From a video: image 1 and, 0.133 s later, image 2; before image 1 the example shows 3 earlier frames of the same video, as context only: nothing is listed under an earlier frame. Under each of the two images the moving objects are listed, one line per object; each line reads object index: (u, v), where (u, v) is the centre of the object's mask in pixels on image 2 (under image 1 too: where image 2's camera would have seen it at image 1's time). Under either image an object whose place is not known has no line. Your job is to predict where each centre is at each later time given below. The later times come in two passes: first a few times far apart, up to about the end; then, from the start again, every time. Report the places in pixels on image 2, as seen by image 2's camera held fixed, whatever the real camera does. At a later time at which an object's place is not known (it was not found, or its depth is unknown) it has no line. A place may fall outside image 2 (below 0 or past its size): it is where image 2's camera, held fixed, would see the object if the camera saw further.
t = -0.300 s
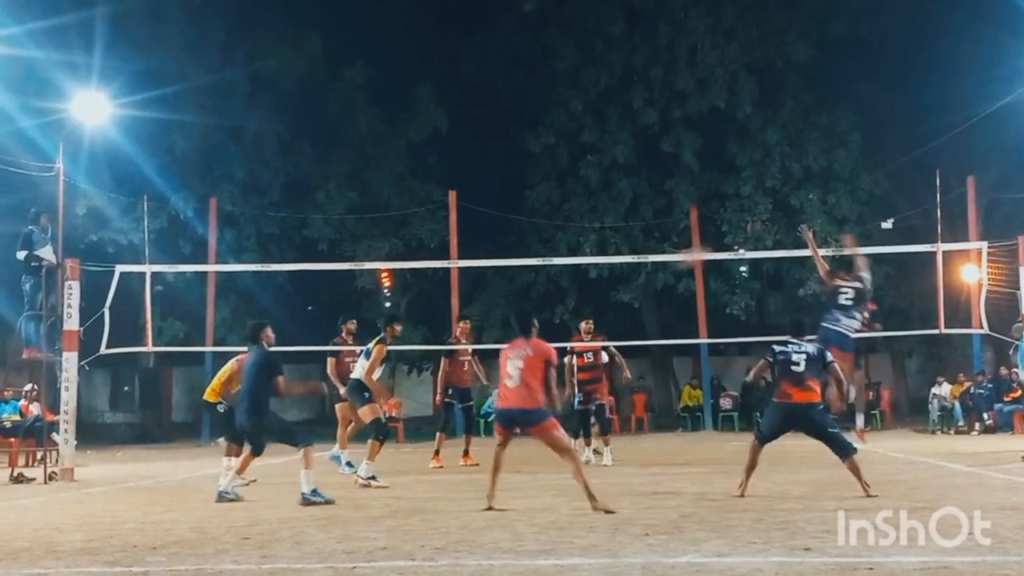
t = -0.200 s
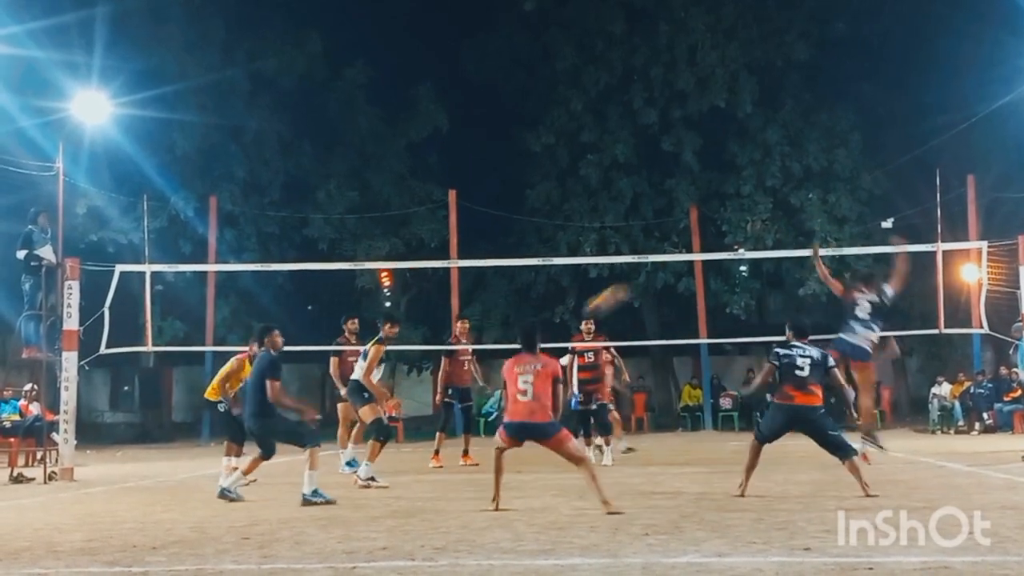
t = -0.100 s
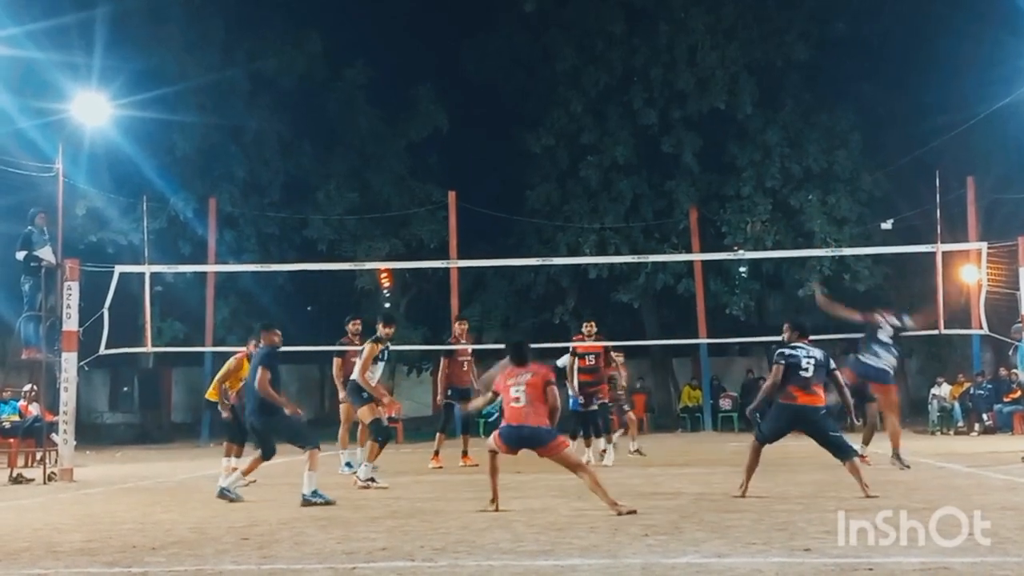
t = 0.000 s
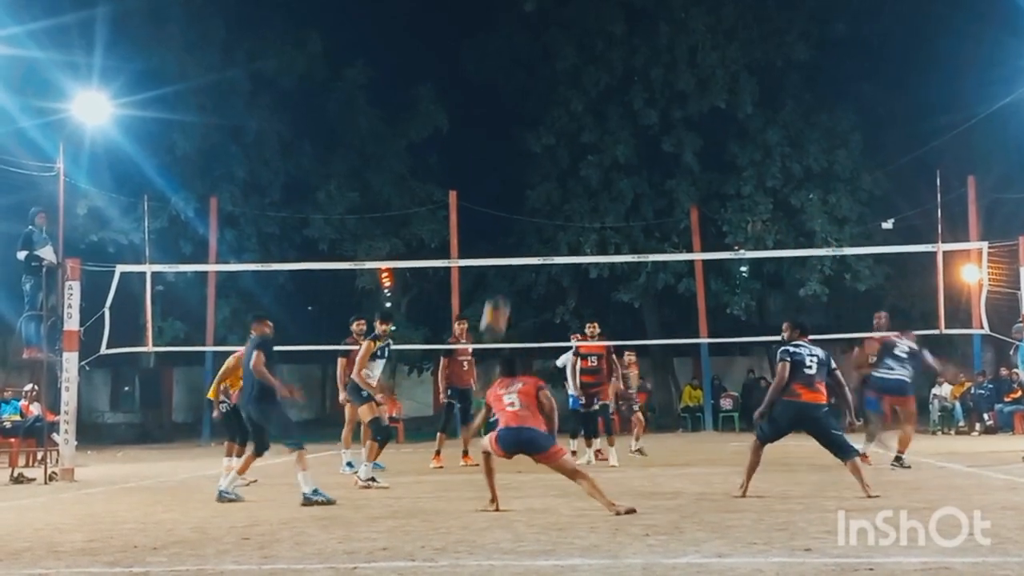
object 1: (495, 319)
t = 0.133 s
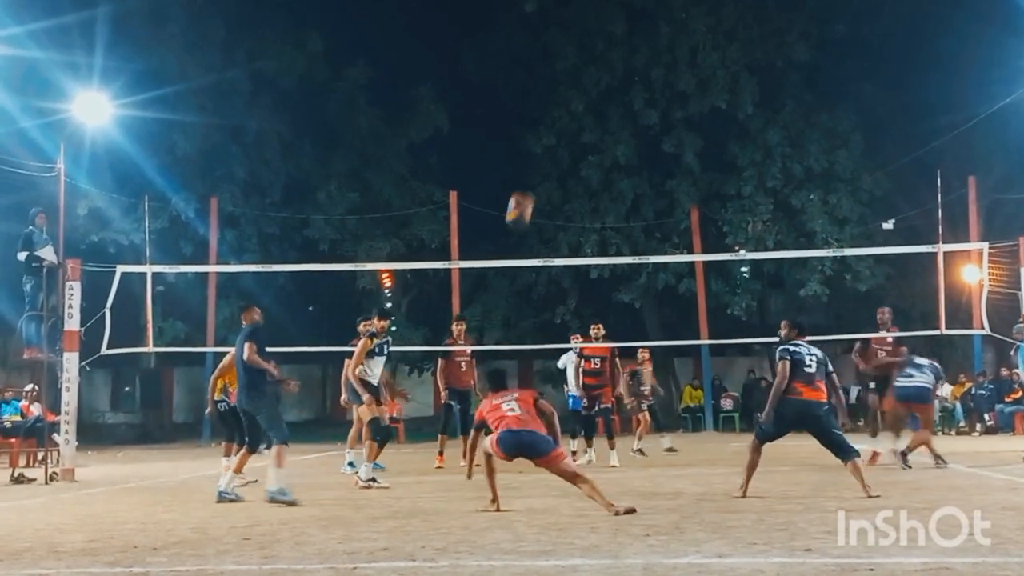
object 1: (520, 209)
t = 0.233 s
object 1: (535, 149)
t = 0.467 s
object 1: (566, 55)
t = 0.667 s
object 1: (589, 24)
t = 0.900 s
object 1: (613, 35)
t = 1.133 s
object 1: (636, 91)
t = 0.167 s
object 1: (525, 187)
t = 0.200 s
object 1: (530, 167)
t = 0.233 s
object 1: (535, 149)
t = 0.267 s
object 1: (540, 132)
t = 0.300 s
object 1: (545, 114)
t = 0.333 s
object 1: (549, 101)
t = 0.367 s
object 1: (554, 86)
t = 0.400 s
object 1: (558, 74)
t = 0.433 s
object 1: (562, 64)
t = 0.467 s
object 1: (566, 55)
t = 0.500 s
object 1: (570, 47)
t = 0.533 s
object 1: (574, 40)
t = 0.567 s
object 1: (578, 34)
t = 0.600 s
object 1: (582, 30)
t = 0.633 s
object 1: (585, 26)
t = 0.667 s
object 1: (589, 24)
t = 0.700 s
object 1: (593, 23)
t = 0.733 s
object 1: (596, 22)
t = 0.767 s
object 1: (600, 23)
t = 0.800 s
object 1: (603, 25)
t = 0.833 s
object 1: (607, 27)
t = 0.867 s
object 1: (610, 31)
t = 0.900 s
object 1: (613, 35)
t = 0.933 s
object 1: (617, 41)
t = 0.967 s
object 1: (620, 48)
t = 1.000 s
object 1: (624, 55)
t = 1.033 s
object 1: (627, 62)
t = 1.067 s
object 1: (630, 71)
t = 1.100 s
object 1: (633, 81)
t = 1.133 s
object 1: (636, 91)
